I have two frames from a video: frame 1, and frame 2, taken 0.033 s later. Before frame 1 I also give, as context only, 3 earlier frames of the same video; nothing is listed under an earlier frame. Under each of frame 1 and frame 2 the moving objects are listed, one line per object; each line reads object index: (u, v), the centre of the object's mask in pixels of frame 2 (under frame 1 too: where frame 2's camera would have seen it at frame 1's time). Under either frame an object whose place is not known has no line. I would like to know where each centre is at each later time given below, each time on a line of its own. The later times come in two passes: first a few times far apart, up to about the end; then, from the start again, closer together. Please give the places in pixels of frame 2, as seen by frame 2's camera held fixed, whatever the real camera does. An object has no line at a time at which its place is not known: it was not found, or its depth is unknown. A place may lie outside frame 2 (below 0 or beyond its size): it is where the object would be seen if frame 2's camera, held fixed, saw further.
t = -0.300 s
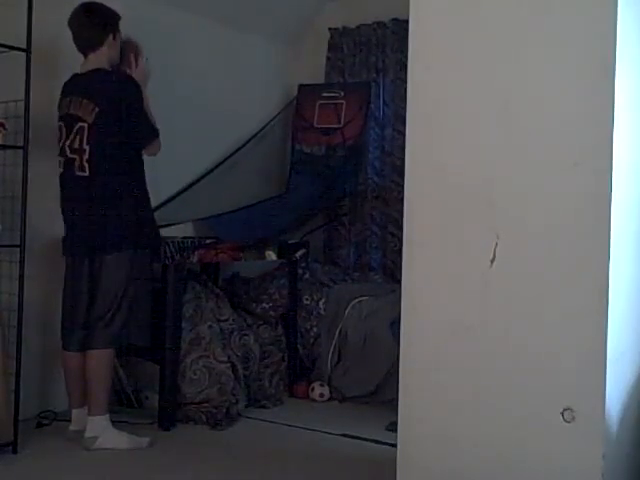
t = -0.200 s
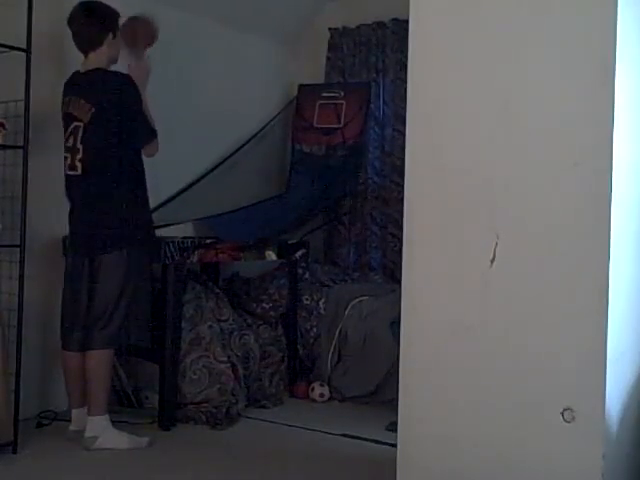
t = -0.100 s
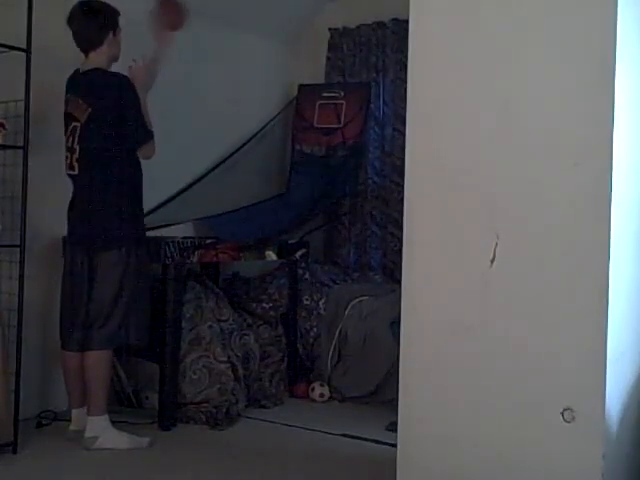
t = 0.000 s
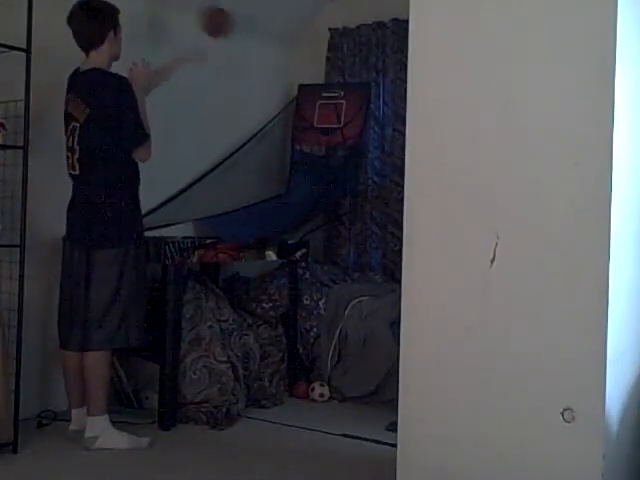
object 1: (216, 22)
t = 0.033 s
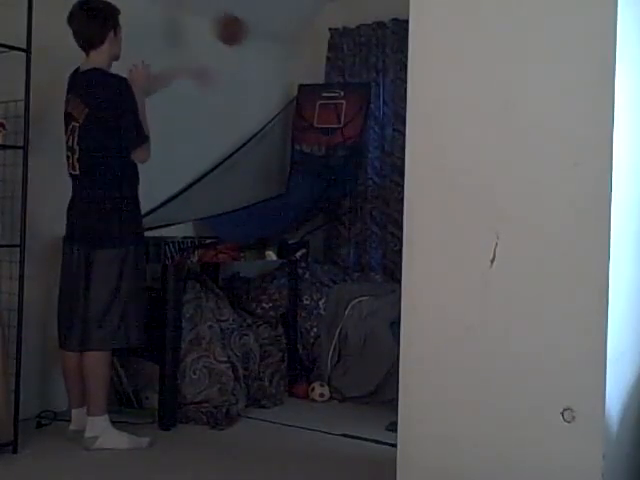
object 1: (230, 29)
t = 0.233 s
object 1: (302, 112)
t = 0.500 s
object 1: (306, 209)
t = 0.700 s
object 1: (263, 225)
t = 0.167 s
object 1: (281, 79)
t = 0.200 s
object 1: (291, 91)
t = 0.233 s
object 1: (302, 112)
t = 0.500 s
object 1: (306, 209)
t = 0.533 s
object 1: (304, 216)
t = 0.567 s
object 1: (297, 217)
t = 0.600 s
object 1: (287, 222)
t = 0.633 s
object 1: (279, 223)
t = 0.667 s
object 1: (270, 224)
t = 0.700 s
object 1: (263, 225)
